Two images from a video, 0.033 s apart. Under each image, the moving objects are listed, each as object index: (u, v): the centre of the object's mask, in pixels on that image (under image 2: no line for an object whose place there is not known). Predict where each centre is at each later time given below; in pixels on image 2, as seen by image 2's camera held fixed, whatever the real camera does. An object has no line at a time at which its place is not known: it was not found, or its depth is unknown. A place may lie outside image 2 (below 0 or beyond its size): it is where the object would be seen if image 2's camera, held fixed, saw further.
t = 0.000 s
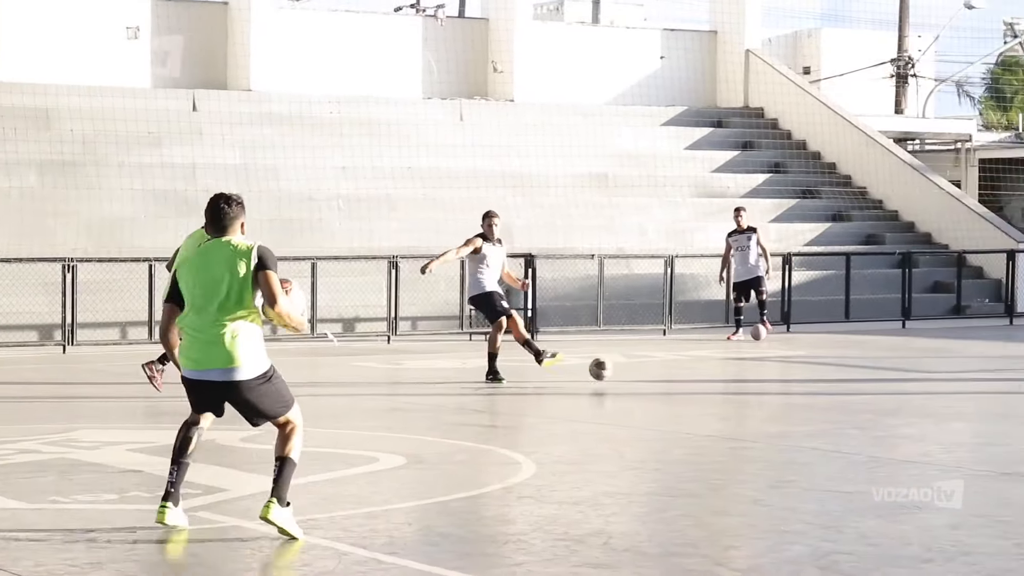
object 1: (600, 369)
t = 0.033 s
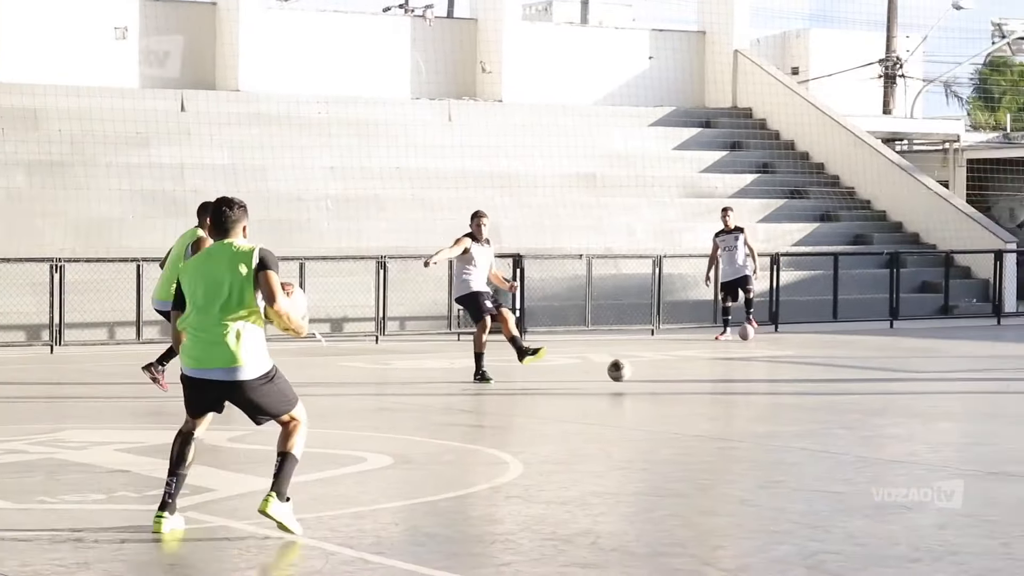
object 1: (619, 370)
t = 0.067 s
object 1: (651, 374)
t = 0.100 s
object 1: (679, 379)
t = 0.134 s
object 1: (709, 385)
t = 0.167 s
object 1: (741, 387)
